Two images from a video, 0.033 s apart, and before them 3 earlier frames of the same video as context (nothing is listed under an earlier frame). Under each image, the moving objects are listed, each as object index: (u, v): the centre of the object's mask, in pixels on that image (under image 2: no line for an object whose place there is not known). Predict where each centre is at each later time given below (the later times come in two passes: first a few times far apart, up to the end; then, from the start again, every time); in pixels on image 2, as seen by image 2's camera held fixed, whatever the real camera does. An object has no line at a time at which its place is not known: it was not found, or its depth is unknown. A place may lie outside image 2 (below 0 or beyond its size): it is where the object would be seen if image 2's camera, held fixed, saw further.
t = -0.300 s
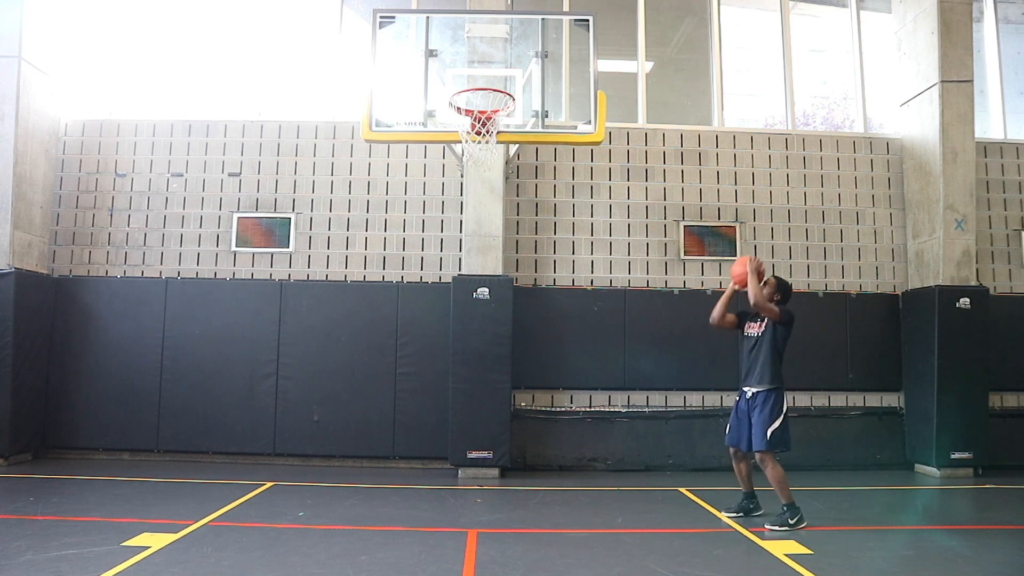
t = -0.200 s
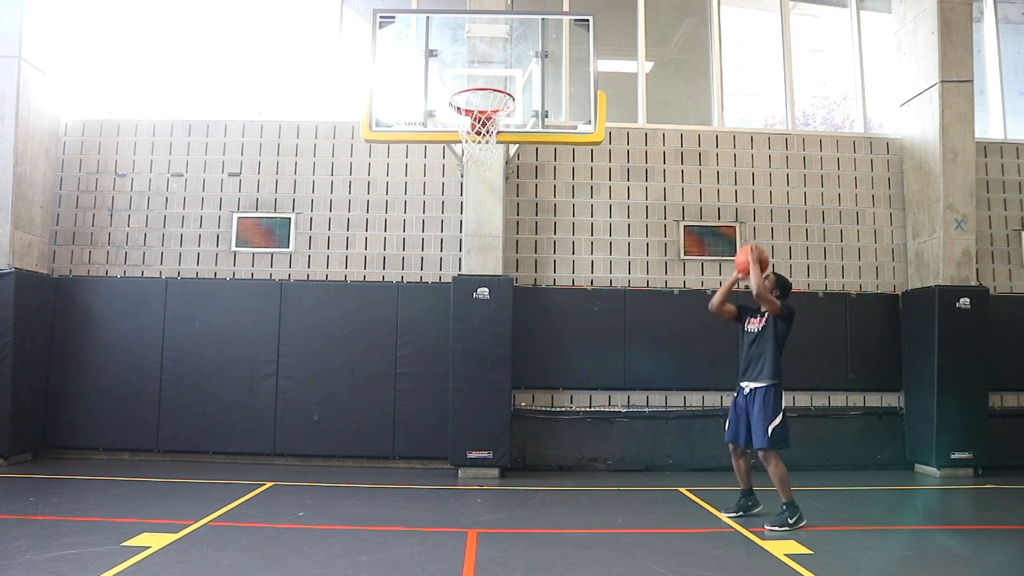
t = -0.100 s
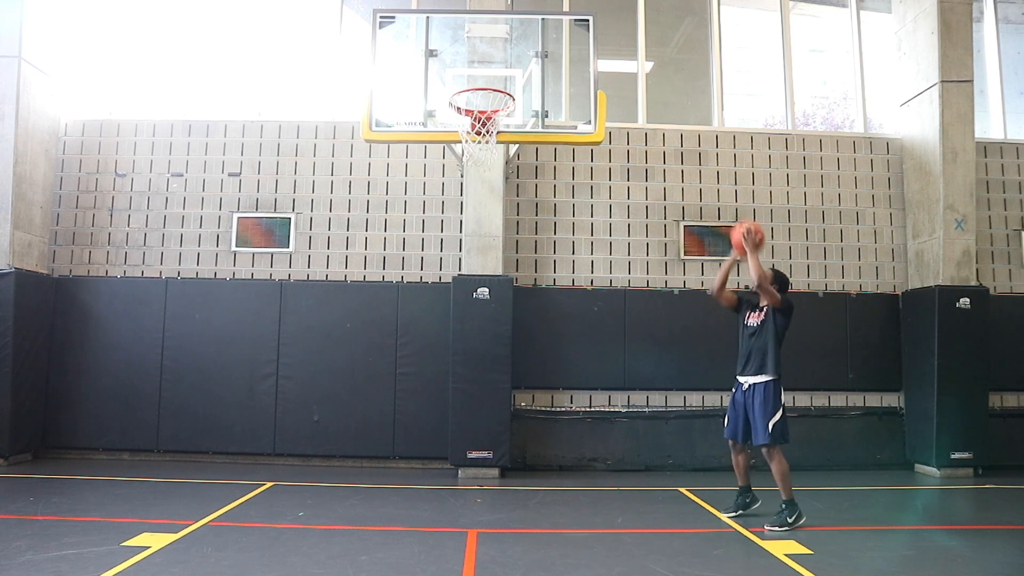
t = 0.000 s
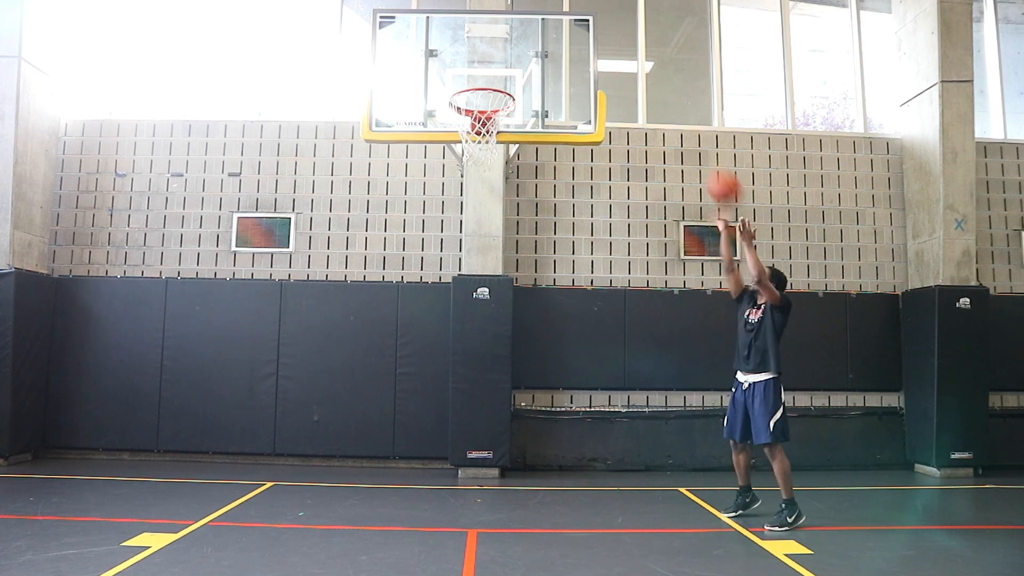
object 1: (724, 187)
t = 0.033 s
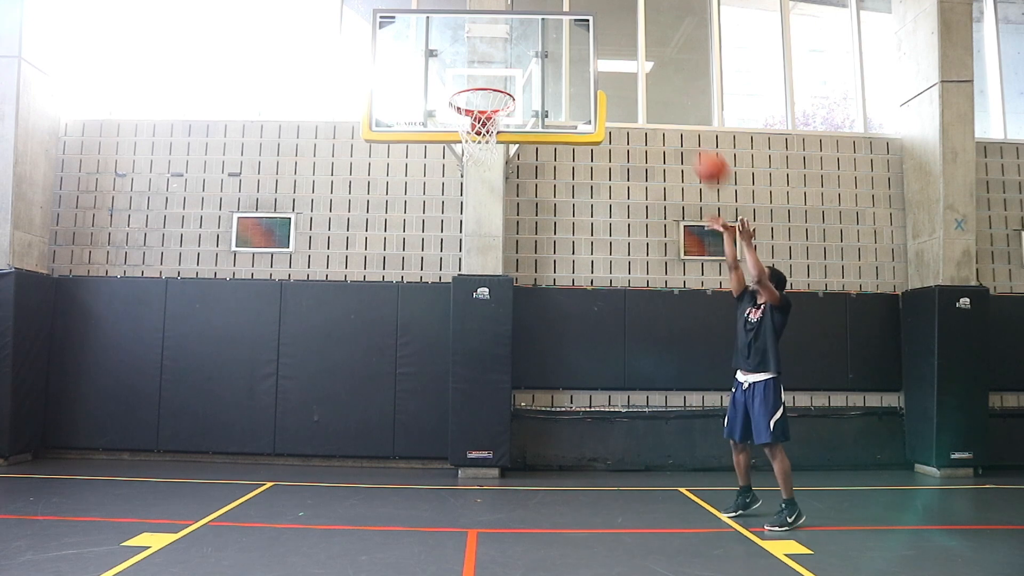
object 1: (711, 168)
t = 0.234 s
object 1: (636, 84)
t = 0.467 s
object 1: (550, 50)
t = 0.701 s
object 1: (469, 81)
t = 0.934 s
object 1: (500, 73)
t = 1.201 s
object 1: (498, 67)
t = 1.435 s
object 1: (479, 117)
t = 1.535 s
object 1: (465, 147)
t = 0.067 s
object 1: (698, 150)
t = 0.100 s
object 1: (686, 133)
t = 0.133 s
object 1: (672, 117)
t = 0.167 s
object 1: (661, 105)
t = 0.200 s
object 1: (649, 94)
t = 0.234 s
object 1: (636, 84)
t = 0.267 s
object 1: (624, 77)
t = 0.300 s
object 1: (613, 67)
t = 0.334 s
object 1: (598, 60)
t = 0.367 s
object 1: (587, 56)
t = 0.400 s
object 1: (574, 53)
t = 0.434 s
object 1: (563, 51)
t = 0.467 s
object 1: (550, 50)
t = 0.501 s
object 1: (540, 50)
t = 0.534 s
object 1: (526, 53)
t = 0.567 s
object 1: (515, 56)
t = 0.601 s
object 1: (504, 61)
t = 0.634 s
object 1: (493, 67)
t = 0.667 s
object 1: (481, 74)
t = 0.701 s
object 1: (469, 81)
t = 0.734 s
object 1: (467, 89)
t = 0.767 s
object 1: (477, 89)
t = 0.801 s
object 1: (488, 90)
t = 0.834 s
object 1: (498, 93)
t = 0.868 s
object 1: (500, 88)
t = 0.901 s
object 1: (501, 79)
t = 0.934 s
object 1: (500, 73)
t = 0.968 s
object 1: (499, 68)
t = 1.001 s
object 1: (500, 64)
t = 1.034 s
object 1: (499, 61)
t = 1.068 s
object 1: (499, 60)
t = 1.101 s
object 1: (499, 60)
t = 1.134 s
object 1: (498, 61)
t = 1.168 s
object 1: (498, 63)
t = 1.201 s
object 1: (498, 67)
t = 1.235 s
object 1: (497, 72)
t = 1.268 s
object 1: (498, 78)
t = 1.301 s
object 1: (497, 86)
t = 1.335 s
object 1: (495, 94)
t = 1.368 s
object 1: (490, 100)
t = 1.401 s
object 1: (484, 107)
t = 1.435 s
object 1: (479, 117)
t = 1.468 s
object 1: (477, 124)
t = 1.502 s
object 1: (474, 132)
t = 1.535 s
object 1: (465, 147)
